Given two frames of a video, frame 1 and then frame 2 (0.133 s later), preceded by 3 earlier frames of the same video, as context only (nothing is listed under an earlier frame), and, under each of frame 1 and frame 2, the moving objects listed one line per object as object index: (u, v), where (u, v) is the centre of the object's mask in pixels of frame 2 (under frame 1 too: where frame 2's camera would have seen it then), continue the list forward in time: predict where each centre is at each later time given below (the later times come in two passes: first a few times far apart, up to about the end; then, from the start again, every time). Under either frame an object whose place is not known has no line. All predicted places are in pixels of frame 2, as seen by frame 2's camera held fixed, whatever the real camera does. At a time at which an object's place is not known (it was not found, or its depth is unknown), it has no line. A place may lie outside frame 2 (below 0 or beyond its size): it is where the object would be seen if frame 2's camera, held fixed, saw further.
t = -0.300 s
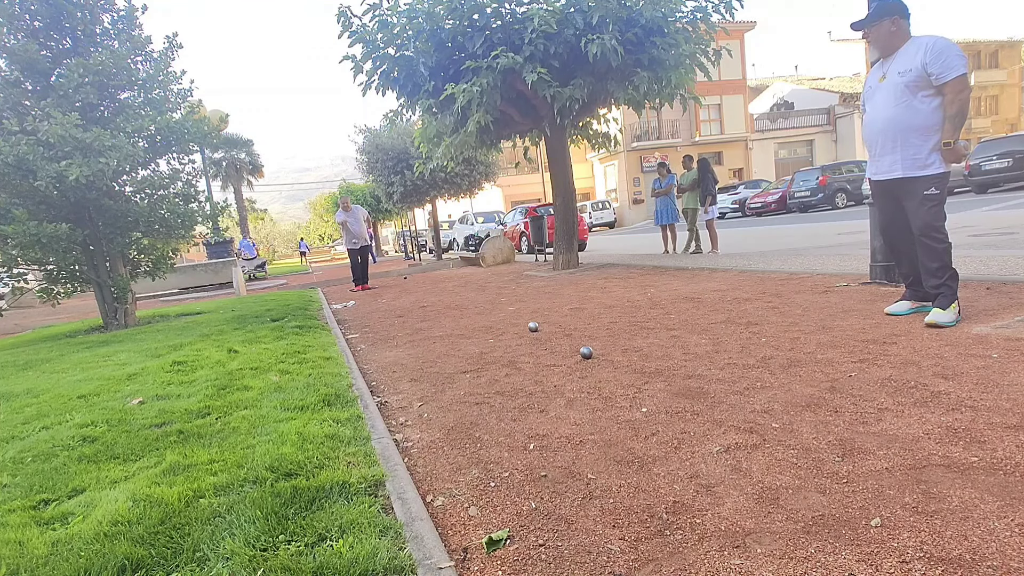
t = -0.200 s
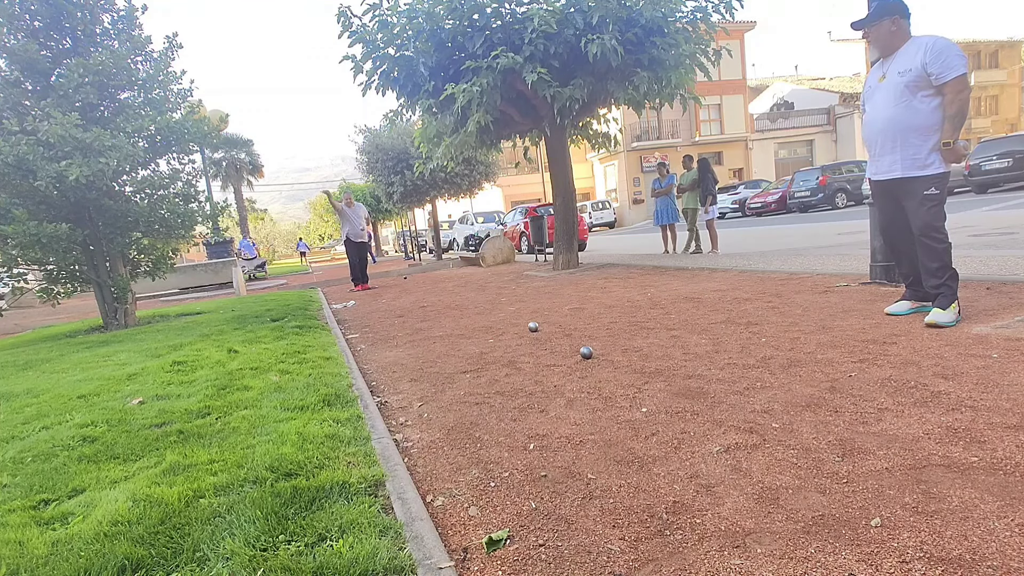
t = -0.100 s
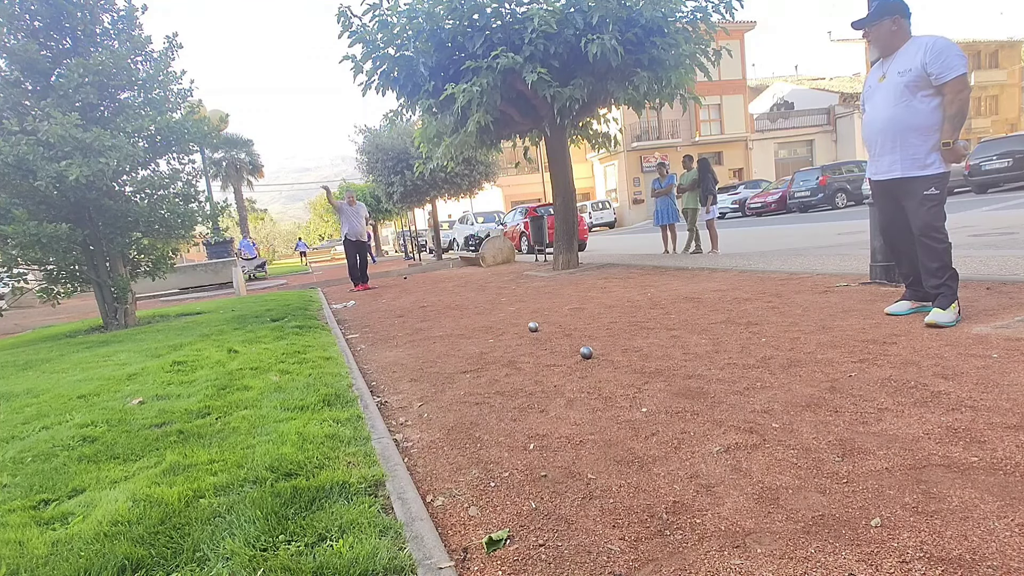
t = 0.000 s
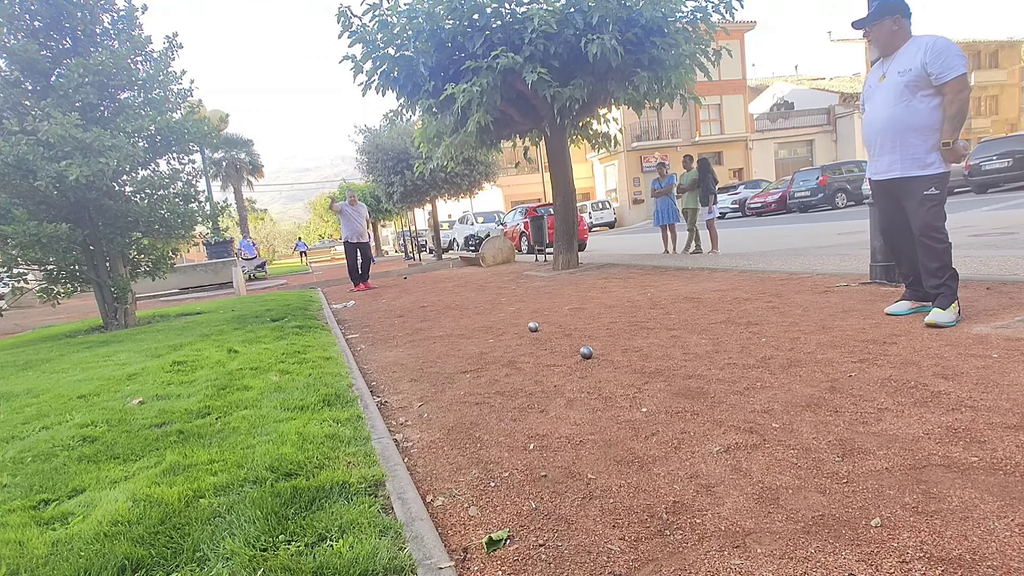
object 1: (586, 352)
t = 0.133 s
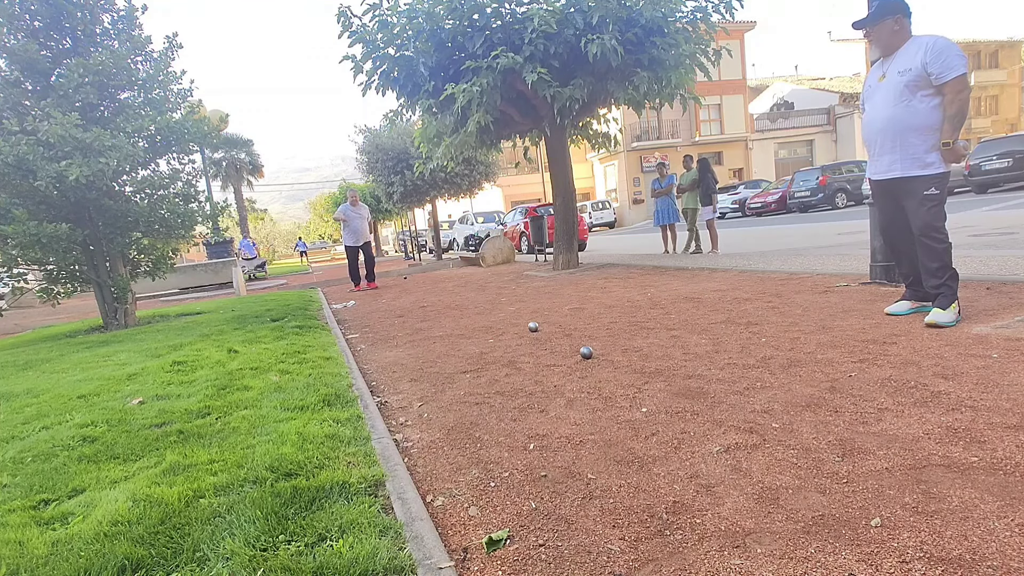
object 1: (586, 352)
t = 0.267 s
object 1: (586, 352)
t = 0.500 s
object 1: (586, 352)
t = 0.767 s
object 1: (586, 352)
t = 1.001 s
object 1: (618, 349)
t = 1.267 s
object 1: (646, 346)
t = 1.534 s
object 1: (664, 344)
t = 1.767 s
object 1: (672, 342)
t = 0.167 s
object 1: (586, 352)
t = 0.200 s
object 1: (586, 352)
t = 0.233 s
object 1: (586, 352)
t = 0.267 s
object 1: (586, 352)
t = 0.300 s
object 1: (586, 352)
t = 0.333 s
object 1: (586, 352)
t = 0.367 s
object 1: (586, 352)
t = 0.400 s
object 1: (586, 352)
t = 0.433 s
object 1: (586, 352)
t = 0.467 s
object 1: (586, 352)
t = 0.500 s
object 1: (586, 352)
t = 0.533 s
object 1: (586, 352)
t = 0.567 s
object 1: (586, 352)
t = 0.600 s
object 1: (586, 352)
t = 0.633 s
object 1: (586, 352)
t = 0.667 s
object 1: (586, 352)
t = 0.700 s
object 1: (586, 352)
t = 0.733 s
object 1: (586, 352)
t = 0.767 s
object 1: (586, 352)
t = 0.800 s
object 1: (586, 352)
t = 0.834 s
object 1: (596, 351)
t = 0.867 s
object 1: (599, 351)
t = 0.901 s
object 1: (607, 350)
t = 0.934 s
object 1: (612, 349)
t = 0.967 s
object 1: (614, 349)
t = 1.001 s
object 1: (618, 349)
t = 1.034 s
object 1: (625, 349)
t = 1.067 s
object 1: (626, 348)
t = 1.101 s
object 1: (630, 348)
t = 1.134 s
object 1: (633, 347)
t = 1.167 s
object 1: (637, 347)
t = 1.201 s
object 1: (642, 347)
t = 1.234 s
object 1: (645, 347)
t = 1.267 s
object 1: (646, 346)
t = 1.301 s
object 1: (649, 346)
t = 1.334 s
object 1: (651, 346)
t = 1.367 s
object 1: (653, 346)
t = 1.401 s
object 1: (655, 345)
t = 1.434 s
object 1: (658, 345)
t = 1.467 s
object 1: (660, 345)
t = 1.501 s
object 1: (663, 344)
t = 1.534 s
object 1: (664, 344)
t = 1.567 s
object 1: (665, 344)
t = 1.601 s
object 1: (667, 344)
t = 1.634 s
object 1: (668, 343)
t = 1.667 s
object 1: (669, 343)
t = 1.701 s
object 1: (670, 343)
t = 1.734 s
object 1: (671, 343)
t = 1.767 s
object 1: (672, 342)
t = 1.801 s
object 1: (673, 342)
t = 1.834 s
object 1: (673, 342)
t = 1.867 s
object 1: (674, 342)
